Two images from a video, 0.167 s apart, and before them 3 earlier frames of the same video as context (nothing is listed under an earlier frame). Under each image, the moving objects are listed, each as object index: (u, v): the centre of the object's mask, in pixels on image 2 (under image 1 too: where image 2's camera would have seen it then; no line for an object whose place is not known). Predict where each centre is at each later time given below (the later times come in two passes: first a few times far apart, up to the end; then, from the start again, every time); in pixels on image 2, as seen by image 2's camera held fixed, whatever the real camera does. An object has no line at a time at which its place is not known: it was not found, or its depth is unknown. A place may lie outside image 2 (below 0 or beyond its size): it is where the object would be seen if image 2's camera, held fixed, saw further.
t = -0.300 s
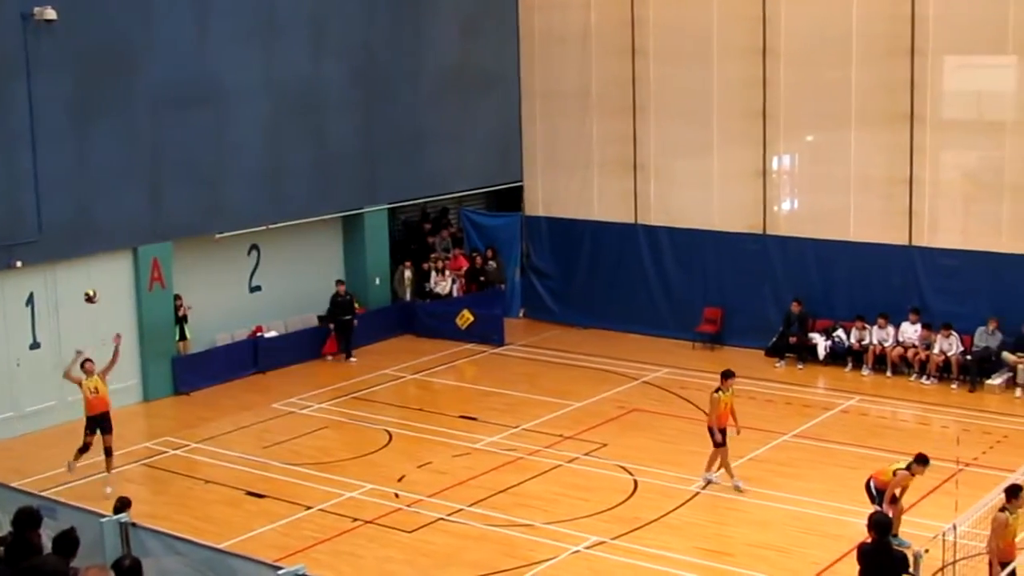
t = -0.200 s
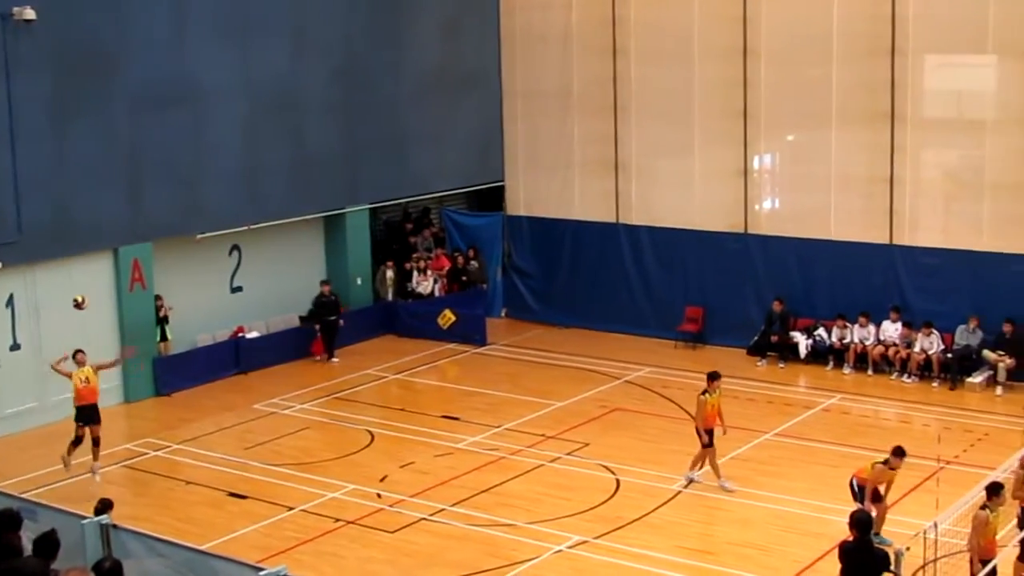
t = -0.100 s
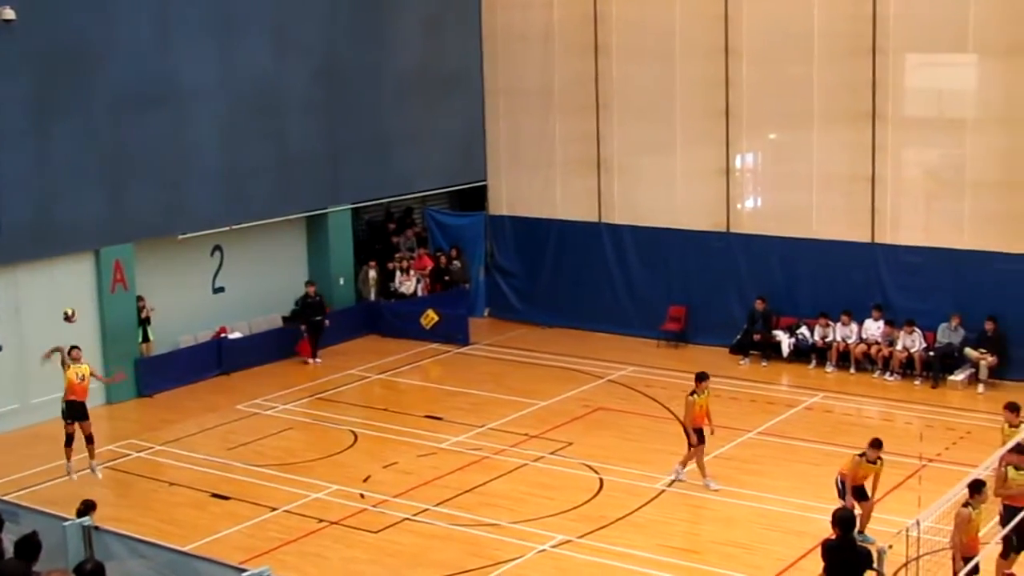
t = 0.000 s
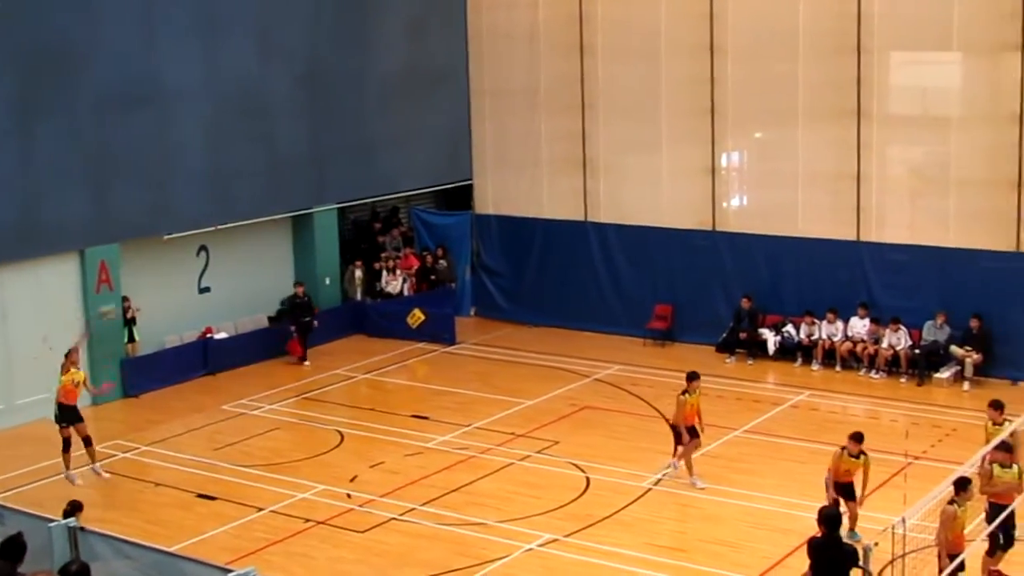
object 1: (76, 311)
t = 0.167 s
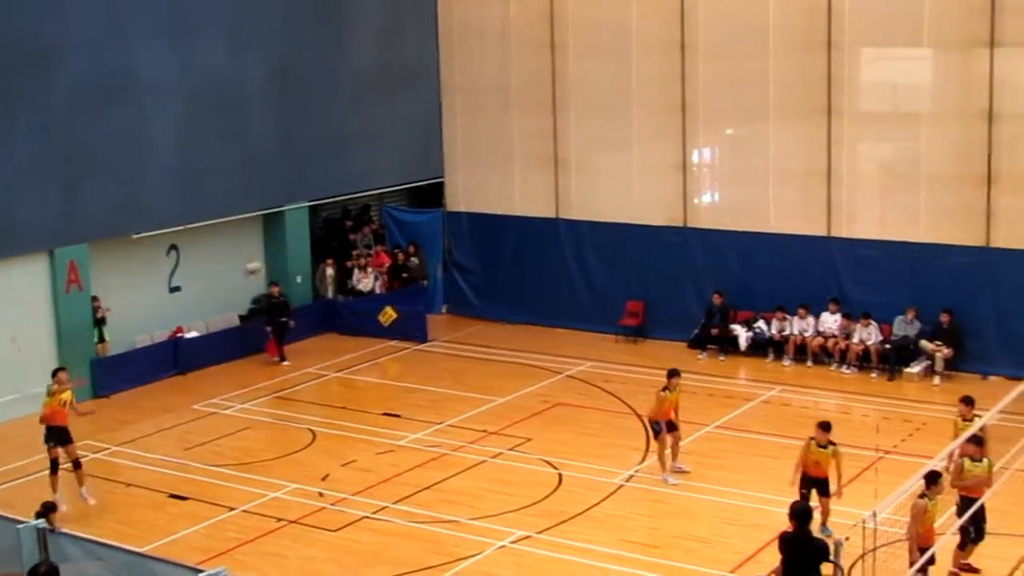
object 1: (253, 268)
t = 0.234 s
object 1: (327, 256)
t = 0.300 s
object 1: (403, 244)
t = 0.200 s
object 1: (290, 261)
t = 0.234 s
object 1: (327, 256)
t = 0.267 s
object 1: (364, 249)
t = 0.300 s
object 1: (403, 244)
